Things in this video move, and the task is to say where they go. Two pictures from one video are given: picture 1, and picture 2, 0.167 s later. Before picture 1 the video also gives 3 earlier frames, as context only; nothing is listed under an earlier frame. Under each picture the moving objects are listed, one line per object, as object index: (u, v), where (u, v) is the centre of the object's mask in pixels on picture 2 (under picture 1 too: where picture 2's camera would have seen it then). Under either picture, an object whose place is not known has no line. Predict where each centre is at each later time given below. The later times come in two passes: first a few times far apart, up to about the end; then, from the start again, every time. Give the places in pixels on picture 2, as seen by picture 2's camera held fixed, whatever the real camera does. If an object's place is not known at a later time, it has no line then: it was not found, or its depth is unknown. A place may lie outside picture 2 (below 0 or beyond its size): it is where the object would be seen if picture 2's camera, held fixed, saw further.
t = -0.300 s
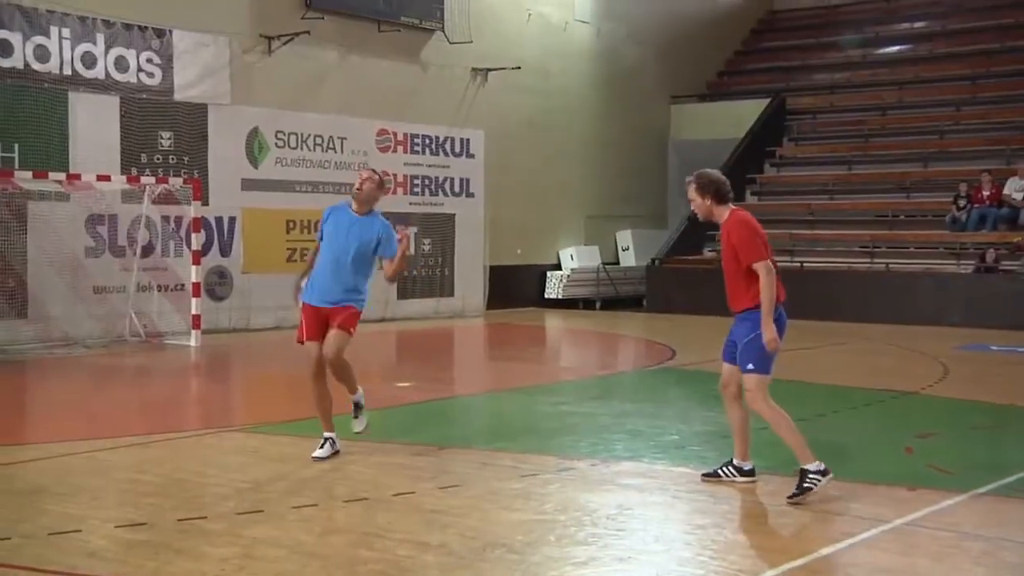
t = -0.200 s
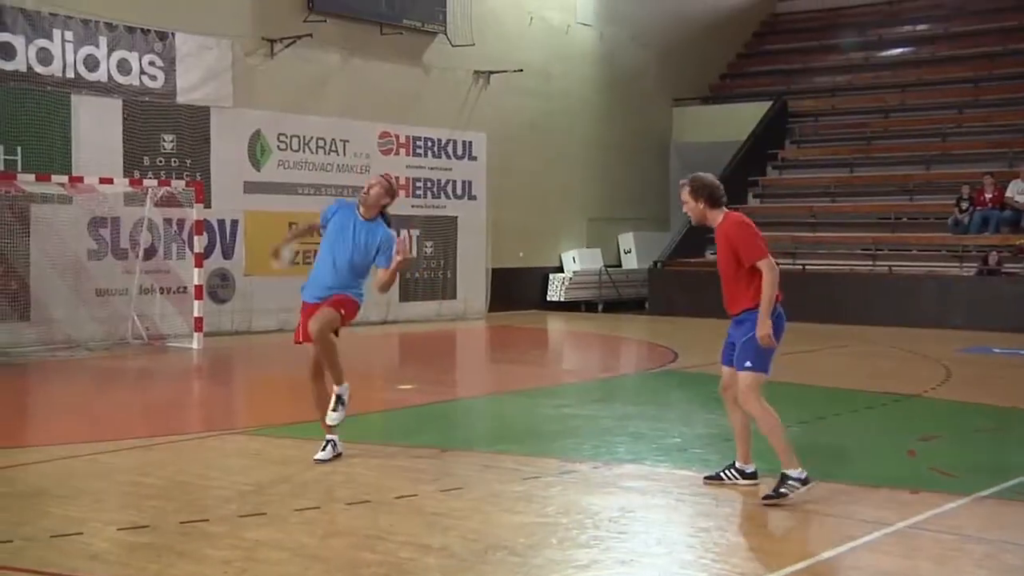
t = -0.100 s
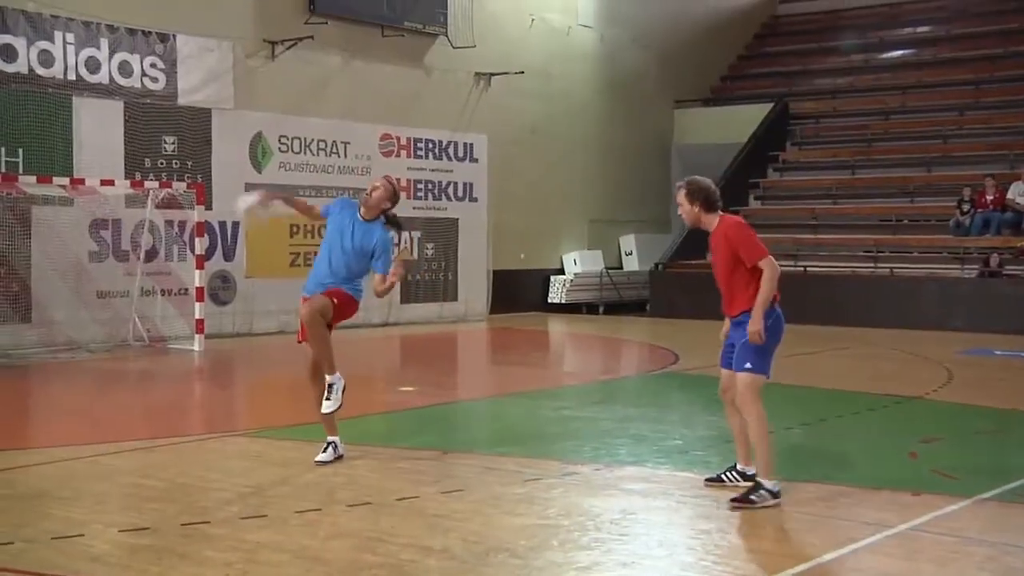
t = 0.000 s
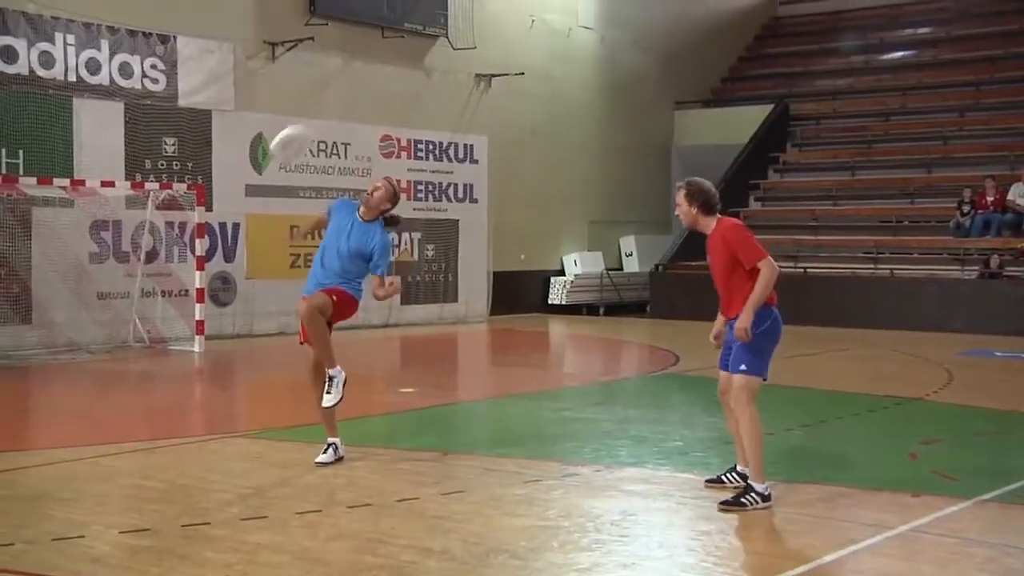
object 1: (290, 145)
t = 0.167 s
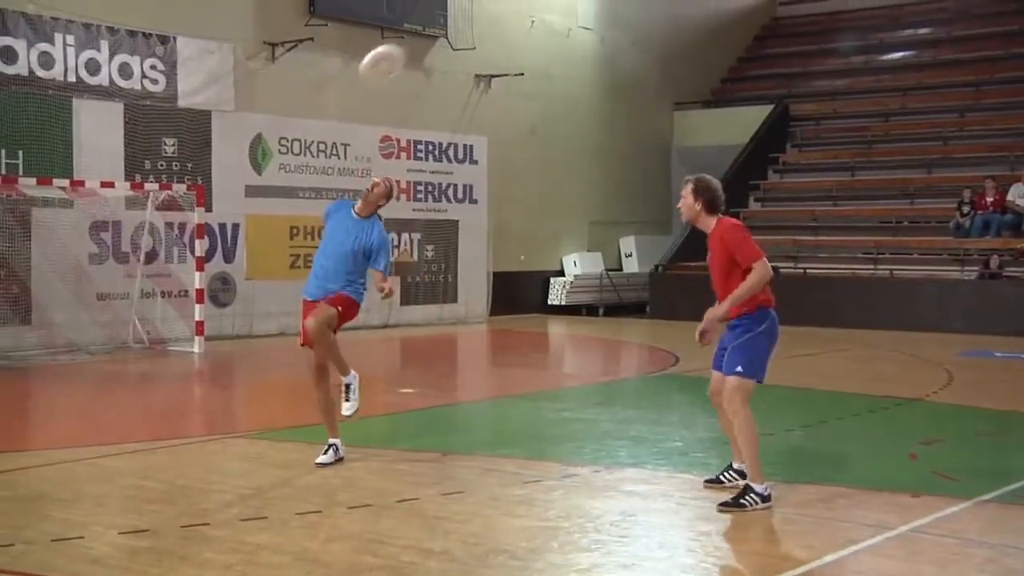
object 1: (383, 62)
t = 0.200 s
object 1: (402, 51)
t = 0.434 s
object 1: (532, 13)
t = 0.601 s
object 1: (629, 27)
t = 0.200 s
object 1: (402, 51)
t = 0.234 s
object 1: (418, 41)
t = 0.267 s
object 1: (437, 31)
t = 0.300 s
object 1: (458, 22)
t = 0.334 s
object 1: (477, 17)
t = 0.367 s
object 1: (494, 15)
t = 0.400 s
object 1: (513, 13)
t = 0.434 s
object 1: (532, 13)
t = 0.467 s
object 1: (551, 13)
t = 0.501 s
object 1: (572, 15)
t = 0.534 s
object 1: (592, 17)
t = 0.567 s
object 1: (612, 19)
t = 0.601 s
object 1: (629, 27)
